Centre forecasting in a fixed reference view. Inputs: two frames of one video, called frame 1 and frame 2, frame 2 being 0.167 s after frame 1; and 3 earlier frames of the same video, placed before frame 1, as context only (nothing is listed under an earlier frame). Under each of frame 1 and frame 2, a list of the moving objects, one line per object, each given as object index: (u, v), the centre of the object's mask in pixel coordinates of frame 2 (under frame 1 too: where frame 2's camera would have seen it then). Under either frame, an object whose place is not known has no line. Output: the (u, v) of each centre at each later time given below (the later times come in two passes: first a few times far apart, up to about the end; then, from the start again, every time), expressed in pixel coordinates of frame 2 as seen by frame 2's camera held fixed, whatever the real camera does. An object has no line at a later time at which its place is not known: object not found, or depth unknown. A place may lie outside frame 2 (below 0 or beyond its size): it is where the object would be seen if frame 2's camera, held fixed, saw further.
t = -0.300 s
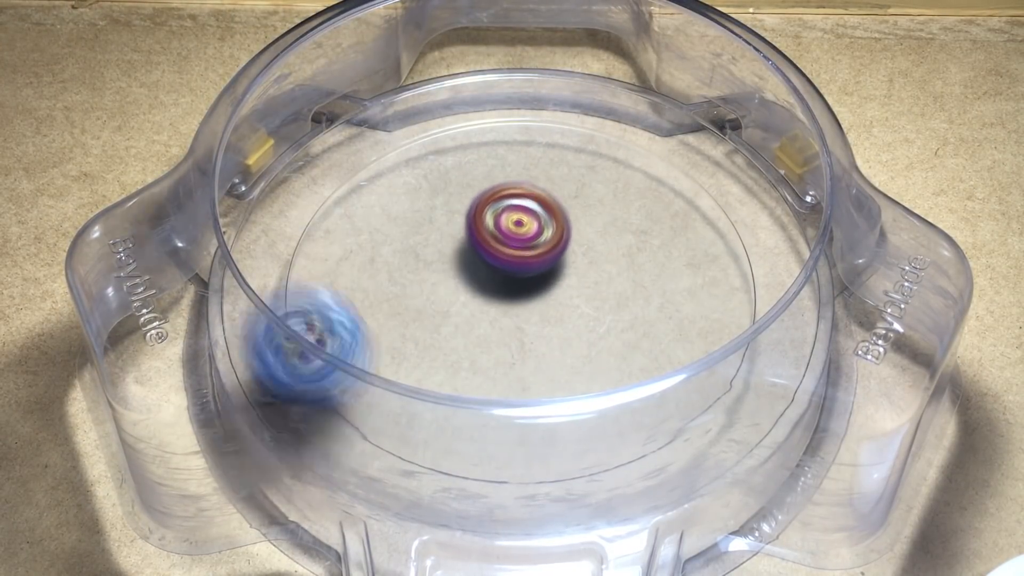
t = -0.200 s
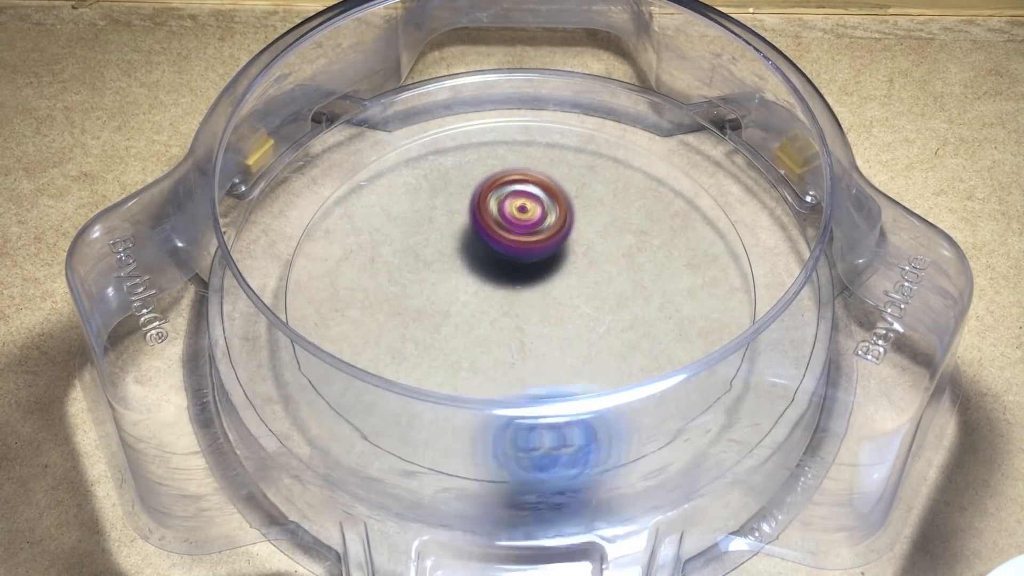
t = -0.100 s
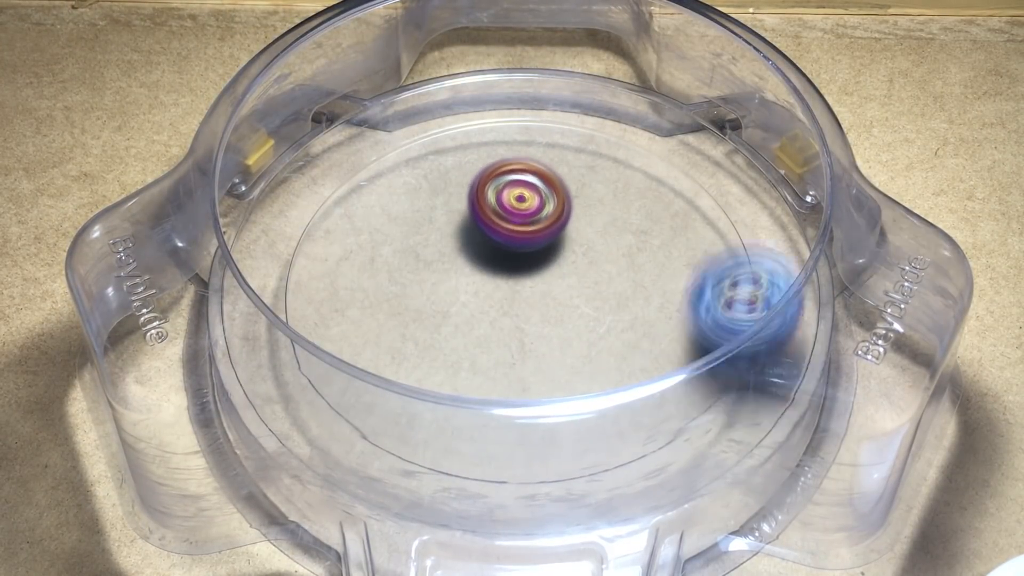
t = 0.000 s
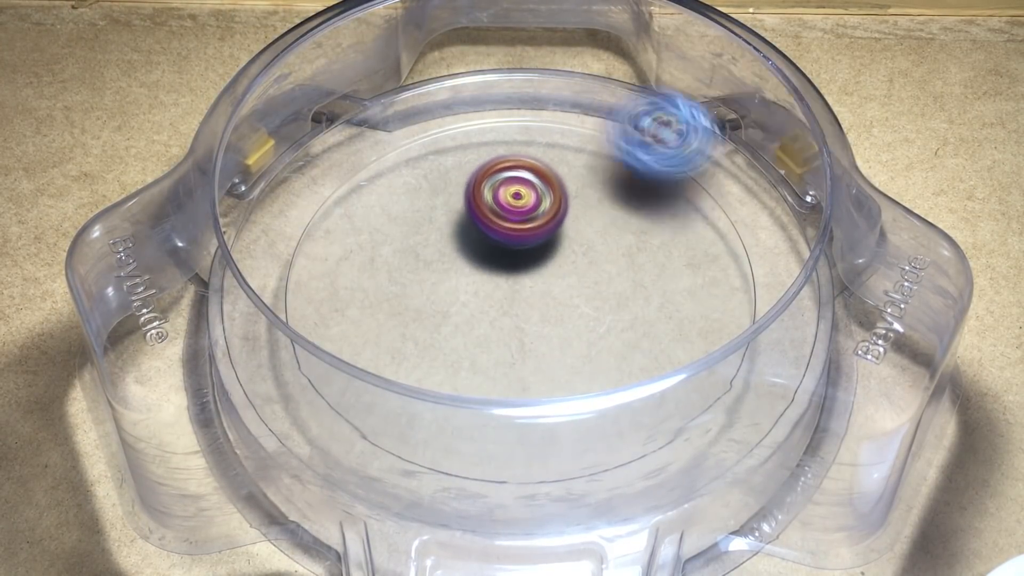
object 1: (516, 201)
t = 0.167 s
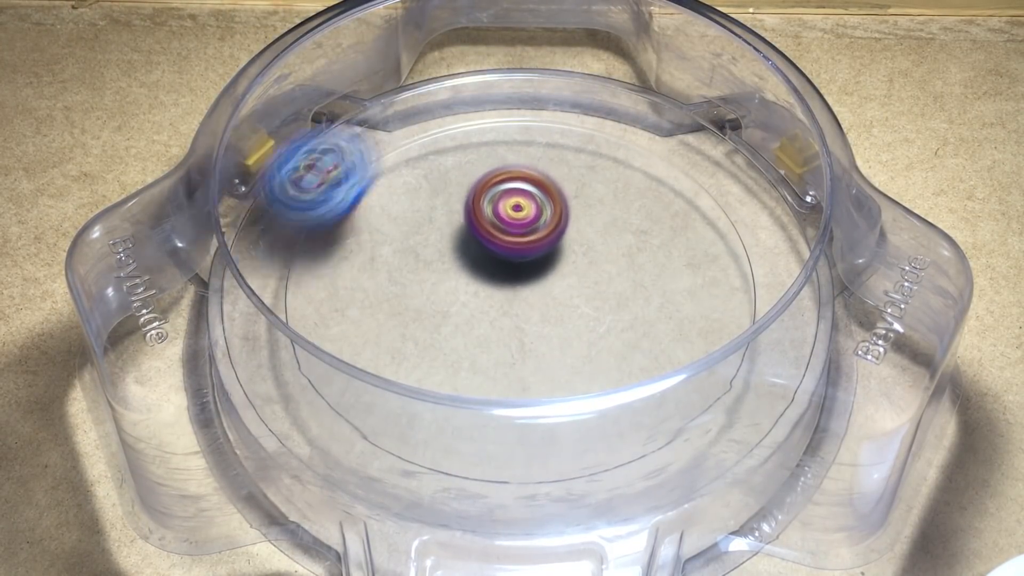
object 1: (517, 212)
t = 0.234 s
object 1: (519, 218)
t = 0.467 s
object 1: (537, 230)
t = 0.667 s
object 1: (560, 231)
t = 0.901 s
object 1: (572, 232)
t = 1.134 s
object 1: (569, 239)
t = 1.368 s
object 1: (572, 257)
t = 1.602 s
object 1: (577, 271)
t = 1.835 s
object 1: (569, 287)
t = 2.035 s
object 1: (563, 292)
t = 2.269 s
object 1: (552, 294)
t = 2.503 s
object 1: (526, 303)
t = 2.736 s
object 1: (513, 308)
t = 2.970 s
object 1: (512, 298)
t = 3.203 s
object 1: (493, 285)
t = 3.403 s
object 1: (475, 278)
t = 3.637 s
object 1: (464, 268)
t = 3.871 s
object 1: (482, 267)
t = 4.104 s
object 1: (499, 247)
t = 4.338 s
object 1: (502, 232)
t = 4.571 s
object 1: (506, 233)
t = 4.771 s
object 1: (509, 244)
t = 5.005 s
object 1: (533, 247)
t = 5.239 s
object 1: (552, 257)
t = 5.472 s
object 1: (546, 265)
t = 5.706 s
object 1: (536, 272)
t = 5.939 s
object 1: (533, 273)
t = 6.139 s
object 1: (533, 277)
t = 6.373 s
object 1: (529, 289)
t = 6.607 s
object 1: (529, 292)
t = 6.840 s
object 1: (542, 257)
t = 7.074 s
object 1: (524, 188)
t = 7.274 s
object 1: (470, 122)
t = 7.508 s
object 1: (450, 173)
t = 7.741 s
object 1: (412, 136)
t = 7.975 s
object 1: (468, 217)
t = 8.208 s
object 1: (612, 165)
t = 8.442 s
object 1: (637, 164)
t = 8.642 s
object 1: (581, 236)
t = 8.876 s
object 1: (689, 171)
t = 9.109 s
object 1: (616, 214)
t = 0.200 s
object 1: (518, 216)
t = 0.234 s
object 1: (519, 218)
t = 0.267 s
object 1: (521, 221)
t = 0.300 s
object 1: (522, 223)
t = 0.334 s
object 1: (525, 225)
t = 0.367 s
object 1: (527, 227)
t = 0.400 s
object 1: (530, 228)
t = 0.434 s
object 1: (533, 229)
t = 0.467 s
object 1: (537, 230)
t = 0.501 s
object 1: (541, 230)
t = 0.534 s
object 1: (545, 230)
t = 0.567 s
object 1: (549, 230)
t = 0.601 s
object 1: (553, 231)
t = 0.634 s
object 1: (557, 231)
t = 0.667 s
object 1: (560, 231)
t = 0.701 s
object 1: (563, 232)
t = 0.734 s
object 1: (565, 232)
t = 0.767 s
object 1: (567, 231)
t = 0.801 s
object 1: (569, 231)
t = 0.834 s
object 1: (570, 231)
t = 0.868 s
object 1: (572, 231)
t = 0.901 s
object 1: (572, 232)
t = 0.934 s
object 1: (572, 232)
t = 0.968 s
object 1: (572, 232)
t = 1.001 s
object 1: (571, 232)
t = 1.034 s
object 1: (570, 233)
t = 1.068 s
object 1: (570, 234)
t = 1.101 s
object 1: (569, 237)
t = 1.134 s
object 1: (569, 239)
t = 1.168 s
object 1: (568, 241)
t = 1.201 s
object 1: (568, 244)
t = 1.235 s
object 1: (568, 247)
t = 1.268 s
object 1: (569, 250)
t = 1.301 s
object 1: (570, 253)
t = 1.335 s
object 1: (571, 255)
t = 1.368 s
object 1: (572, 257)
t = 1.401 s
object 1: (574, 260)
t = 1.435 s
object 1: (575, 262)
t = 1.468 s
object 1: (576, 264)
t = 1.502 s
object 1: (577, 266)
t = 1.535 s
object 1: (577, 268)
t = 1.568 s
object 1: (577, 270)
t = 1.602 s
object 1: (577, 271)
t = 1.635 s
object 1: (577, 273)
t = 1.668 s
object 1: (577, 276)
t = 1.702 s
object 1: (576, 278)
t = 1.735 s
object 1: (574, 281)
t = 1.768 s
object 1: (572, 284)
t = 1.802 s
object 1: (570, 286)
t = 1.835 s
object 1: (569, 287)
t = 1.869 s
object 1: (568, 288)
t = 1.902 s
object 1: (567, 289)
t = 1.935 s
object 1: (566, 290)
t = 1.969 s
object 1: (565, 292)
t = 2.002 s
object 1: (564, 292)
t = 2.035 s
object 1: (563, 292)
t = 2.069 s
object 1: (562, 292)
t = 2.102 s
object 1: (561, 291)
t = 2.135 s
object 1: (560, 290)
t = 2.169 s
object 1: (558, 290)
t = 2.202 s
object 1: (557, 291)
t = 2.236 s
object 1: (555, 292)
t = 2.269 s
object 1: (552, 294)
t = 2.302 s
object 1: (548, 296)
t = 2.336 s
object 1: (544, 297)
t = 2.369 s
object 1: (540, 298)
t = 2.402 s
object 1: (536, 299)
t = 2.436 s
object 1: (533, 300)
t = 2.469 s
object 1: (529, 301)
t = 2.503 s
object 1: (526, 303)
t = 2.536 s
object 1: (523, 304)
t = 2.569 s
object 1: (521, 305)
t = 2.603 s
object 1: (519, 306)
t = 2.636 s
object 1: (517, 307)
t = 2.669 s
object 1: (515, 308)
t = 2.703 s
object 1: (513, 308)
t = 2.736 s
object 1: (513, 308)
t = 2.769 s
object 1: (514, 307)
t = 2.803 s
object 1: (515, 306)
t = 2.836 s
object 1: (516, 304)
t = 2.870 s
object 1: (517, 302)
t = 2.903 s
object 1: (516, 300)
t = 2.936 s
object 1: (515, 299)
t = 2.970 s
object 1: (512, 298)
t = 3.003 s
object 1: (509, 296)
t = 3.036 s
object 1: (507, 294)
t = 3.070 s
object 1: (505, 292)
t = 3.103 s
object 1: (503, 290)
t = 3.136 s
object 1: (500, 289)
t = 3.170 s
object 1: (497, 287)
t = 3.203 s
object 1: (493, 285)
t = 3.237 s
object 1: (489, 283)
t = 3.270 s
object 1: (485, 281)
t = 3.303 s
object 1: (482, 280)
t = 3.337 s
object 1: (480, 279)
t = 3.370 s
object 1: (478, 279)
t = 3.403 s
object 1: (475, 278)
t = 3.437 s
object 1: (472, 277)
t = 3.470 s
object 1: (470, 274)
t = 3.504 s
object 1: (469, 272)
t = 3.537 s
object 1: (467, 271)
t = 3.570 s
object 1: (466, 270)
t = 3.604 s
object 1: (465, 269)
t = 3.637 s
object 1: (464, 268)
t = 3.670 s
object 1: (464, 268)
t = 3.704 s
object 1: (465, 269)
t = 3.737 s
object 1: (468, 270)
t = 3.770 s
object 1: (471, 270)
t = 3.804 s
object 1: (475, 270)
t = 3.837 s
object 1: (479, 268)
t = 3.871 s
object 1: (482, 267)
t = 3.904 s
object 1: (485, 265)
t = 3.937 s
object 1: (487, 263)
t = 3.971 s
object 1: (488, 260)
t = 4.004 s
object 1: (491, 257)
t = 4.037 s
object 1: (494, 253)
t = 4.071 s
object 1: (497, 250)
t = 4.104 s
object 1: (499, 247)
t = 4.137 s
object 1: (500, 244)
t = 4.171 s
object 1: (500, 242)
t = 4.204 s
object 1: (501, 239)
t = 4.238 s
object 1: (501, 236)
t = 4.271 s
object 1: (502, 234)
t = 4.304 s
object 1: (502, 233)
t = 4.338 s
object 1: (502, 232)
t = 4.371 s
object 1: (501, 231)
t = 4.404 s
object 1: (503, 229)
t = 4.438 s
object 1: (504, 229)
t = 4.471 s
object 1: (505, 228)
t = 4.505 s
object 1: (505, 229)
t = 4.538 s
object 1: (506, 230)
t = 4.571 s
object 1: (506, 233)
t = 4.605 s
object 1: (507, 235)
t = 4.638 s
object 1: (508, 237)
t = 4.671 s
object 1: (508, 239)
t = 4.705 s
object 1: (508, 242)
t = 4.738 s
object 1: (509, 243)
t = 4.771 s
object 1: (509, 244)
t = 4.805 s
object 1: (511, 244)
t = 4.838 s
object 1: (514, 245)
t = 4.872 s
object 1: (519, 246)
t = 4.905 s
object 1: (523, 248)
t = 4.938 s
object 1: (527, 248)
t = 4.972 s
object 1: (530, 248)
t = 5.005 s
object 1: (533, 247)
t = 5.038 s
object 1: (536, 247)
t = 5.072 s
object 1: (540, 248)
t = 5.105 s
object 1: (544, 250)
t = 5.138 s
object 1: (548, 252)
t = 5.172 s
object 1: (550, 254)
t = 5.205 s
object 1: (551, 255)
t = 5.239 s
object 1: (552, 257)
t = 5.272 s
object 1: (552, 258)
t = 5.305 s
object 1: (551, 260)
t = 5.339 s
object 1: (551, 261)
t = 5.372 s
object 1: (550, 262)
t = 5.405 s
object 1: (549, 263)
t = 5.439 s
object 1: (548, 264)
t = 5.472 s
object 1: (546, 265)
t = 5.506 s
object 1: (545, 267)
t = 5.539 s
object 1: (544, 268)
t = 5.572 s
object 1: (543, 269)
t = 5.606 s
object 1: (541, 270)
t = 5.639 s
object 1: (539, 272)
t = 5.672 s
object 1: (538, 272)
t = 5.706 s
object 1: (536, 272)
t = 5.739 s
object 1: (535, 272)
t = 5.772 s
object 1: (534, 272)
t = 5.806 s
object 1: (533, 272)
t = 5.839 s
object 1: (533, 272)
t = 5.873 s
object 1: (532, 272)
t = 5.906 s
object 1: (532, 273)
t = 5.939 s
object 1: (533, 273)
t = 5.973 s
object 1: (533, 274)
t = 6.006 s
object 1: (534, 274)
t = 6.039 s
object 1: (534, 275)
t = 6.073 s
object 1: (534, 276)
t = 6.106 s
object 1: (534, 277)
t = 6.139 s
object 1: (533, 277)
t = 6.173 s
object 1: (532, 279)
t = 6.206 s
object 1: (530, 279)
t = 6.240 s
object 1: (529, 280)
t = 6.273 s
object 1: (527, 280)
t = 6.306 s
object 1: (525, 280)
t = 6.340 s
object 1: (527, 284)
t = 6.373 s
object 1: (529, 289)
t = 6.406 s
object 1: (531, 293)
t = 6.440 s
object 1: (531, 294)
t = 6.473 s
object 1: (532, 294)
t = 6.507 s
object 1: (532, 294)
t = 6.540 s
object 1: (531, 294)
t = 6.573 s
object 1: (530, 293)
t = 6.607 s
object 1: (529, 292)
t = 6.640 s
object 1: (528, 291)
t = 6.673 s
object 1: (527, 290)
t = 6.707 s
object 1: (526, 288)
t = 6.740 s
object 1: (528, 285)
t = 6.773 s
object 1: (535, 274)
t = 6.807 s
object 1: (540, 264)
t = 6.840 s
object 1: (542, 257)
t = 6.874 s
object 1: (543, 253)
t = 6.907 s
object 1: (542, 250)
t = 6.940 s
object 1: (541, 248)
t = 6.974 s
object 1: (539, 245)
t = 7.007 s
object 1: (537, 242)
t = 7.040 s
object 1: (530, 214)
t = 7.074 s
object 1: (524, 188)
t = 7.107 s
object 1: (518, 168)
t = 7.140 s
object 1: (510, 152)
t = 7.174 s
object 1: (500, 139)
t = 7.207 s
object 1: (489, 130)
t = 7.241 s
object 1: (479, 125)
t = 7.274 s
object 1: (470, 122)
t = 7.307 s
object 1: (463, 122)
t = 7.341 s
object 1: (457, 124)
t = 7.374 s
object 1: (452, 128)
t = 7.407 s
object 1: (449, 136)
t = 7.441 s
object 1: (447, 146)
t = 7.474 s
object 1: (448, 159)
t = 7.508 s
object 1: (450, 173)
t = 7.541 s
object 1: (453, 187)
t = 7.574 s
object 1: (442, 172)
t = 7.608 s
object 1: (428, 154)
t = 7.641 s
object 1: (417, 143)
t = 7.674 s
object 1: (412, 136)
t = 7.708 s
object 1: (411, 134)
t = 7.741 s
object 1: (412, 136)
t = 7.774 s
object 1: (416, 141)
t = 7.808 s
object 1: (420, 150)
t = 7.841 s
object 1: (427, 162)
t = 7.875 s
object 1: (436, 176)
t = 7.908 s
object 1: (445, 189)
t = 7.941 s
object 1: (457, 203)
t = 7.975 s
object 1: (468, 217)
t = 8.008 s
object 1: (483, 229)
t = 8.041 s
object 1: (501, 239)
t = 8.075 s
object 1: (521, 232)
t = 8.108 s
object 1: (542, 213)
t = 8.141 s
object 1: (567, 196)
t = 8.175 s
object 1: (589, 181)
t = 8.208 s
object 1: (612, 165)
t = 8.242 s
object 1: (631, 151)
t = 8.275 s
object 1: (646, 137)
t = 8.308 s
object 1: (653, 129)
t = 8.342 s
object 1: (655, 131)
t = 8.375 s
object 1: (653, 139)
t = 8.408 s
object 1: (646, 151)
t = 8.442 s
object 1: (637, 164)
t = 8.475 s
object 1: (625, 177)
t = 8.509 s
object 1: (614, 191)
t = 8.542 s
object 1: (602, 206)
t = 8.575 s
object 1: (589, 218)
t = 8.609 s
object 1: (579, 231)
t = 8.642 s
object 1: (581, 236)
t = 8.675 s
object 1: (603, 224)
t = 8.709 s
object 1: (627, 210)
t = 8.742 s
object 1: (647, 199)
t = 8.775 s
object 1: (664, 188)
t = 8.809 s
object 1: (677, 181)
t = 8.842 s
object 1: (686, 173)
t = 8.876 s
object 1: (689, 171)
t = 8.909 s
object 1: (685, 173)
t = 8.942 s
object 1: (677, 177)
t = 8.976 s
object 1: (669, 183)
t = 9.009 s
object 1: (657, 190)
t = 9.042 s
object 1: (644, 198)
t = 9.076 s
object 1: (630, 206)
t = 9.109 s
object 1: (616, 214)
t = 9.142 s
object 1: (603, 223)
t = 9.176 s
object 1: (598, 237)
